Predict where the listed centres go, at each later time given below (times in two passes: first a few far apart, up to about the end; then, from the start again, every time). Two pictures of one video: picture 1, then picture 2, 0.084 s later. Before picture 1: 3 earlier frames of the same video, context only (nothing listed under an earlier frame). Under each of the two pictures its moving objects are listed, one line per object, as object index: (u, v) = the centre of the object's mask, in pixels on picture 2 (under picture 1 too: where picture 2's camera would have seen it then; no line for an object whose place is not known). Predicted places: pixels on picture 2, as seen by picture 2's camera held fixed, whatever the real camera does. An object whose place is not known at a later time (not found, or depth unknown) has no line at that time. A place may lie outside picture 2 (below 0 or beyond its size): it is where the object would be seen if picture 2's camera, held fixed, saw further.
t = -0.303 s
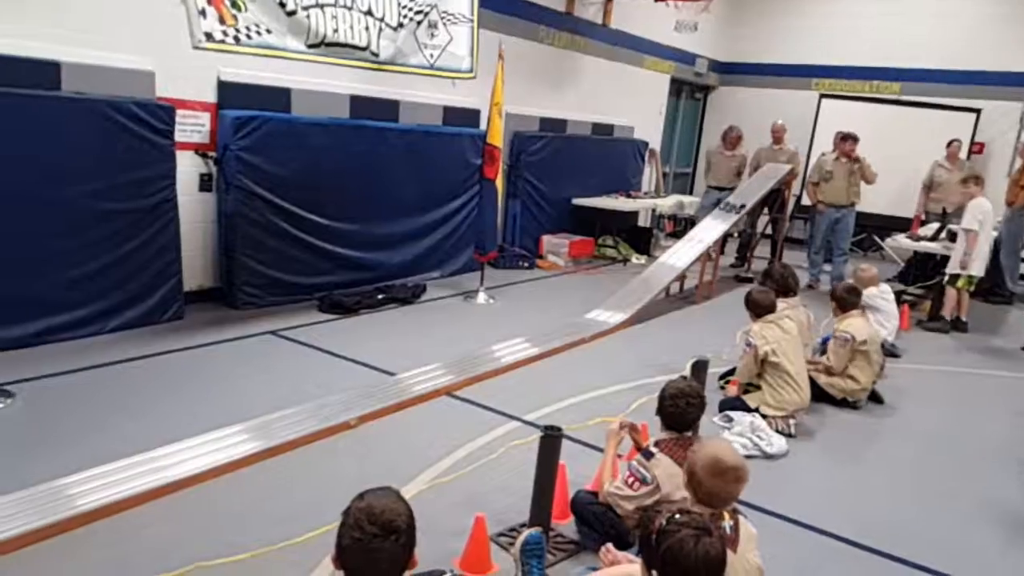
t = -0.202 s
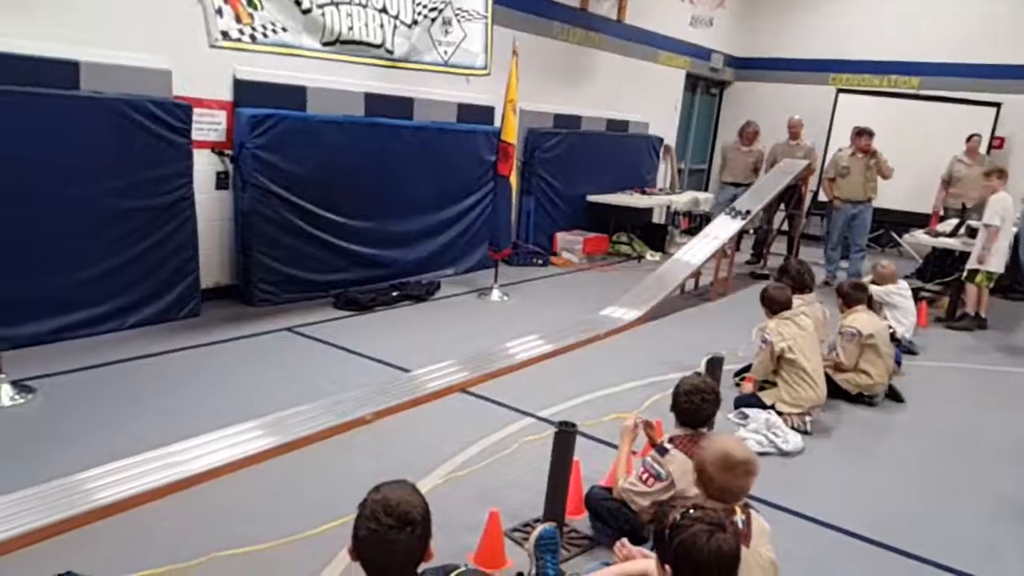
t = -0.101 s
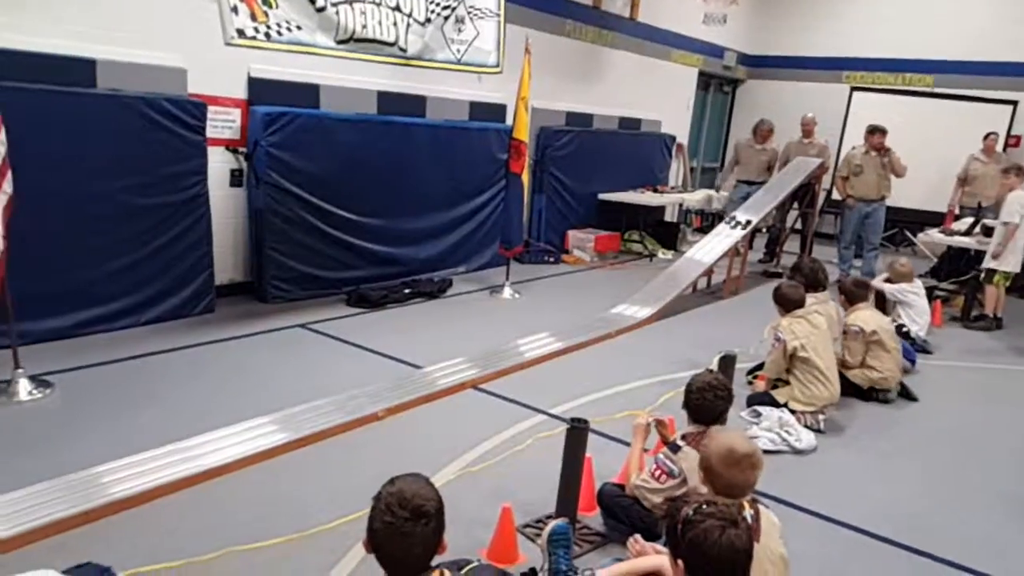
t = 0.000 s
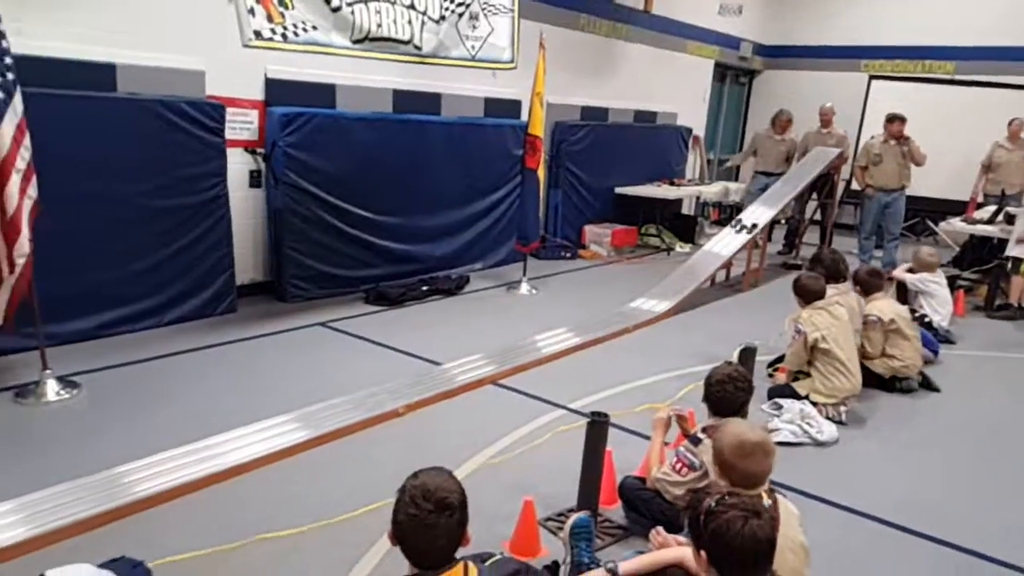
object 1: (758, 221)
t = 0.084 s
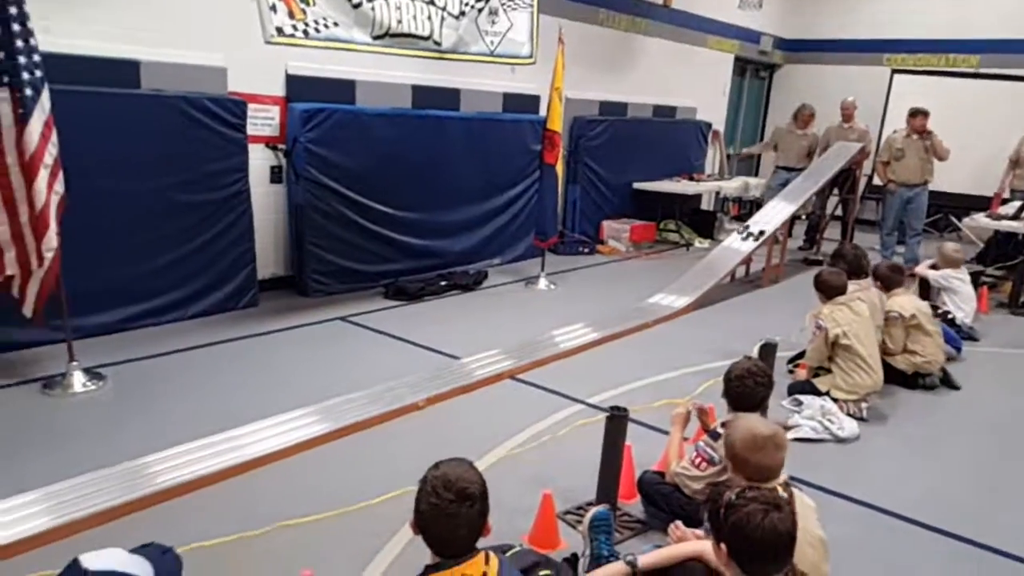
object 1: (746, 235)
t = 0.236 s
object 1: (717, 260)
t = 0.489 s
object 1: (655, 308)
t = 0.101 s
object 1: (745, 238)
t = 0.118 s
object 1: (742, 241)
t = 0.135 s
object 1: (739, 244)
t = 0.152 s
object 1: (736, 247)
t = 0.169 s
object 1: (732, 250)
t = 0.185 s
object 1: (728, 253)
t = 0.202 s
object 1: (726, 255)
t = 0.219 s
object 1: (721, 258)
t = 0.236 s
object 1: (717, 260)
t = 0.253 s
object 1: (713, 263)
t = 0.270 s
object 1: (711, 268)
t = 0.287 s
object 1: (708, 271)
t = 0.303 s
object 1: (704, 275)
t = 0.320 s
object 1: (700, 277)
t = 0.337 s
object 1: (695, 280)
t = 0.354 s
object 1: (691, 284)
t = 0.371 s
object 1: (688, 287)
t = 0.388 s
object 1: (684, 290)
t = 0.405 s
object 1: (677, 293)
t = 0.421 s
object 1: (672, 297)
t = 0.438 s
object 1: (668, 301)
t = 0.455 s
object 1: (664, 303)
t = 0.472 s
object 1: (660, 306)
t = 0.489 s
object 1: (655, 308)
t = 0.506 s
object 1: (651, 309)
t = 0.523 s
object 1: (647, 311)
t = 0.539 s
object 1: (642, 313)
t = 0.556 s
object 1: (637, 315)
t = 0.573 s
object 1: (632, 317)
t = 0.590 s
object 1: (625, 319)
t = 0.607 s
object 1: (622, 320)
